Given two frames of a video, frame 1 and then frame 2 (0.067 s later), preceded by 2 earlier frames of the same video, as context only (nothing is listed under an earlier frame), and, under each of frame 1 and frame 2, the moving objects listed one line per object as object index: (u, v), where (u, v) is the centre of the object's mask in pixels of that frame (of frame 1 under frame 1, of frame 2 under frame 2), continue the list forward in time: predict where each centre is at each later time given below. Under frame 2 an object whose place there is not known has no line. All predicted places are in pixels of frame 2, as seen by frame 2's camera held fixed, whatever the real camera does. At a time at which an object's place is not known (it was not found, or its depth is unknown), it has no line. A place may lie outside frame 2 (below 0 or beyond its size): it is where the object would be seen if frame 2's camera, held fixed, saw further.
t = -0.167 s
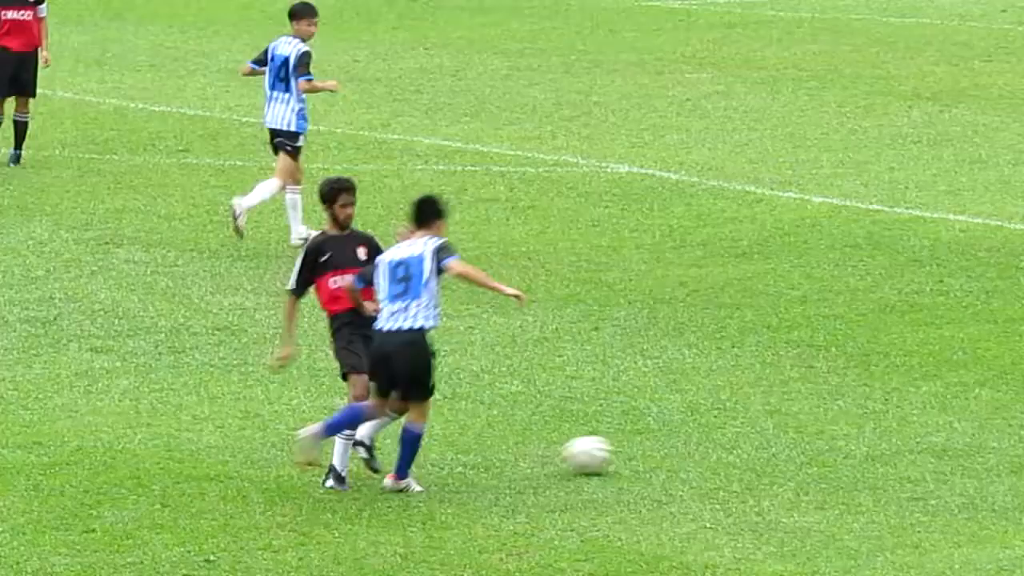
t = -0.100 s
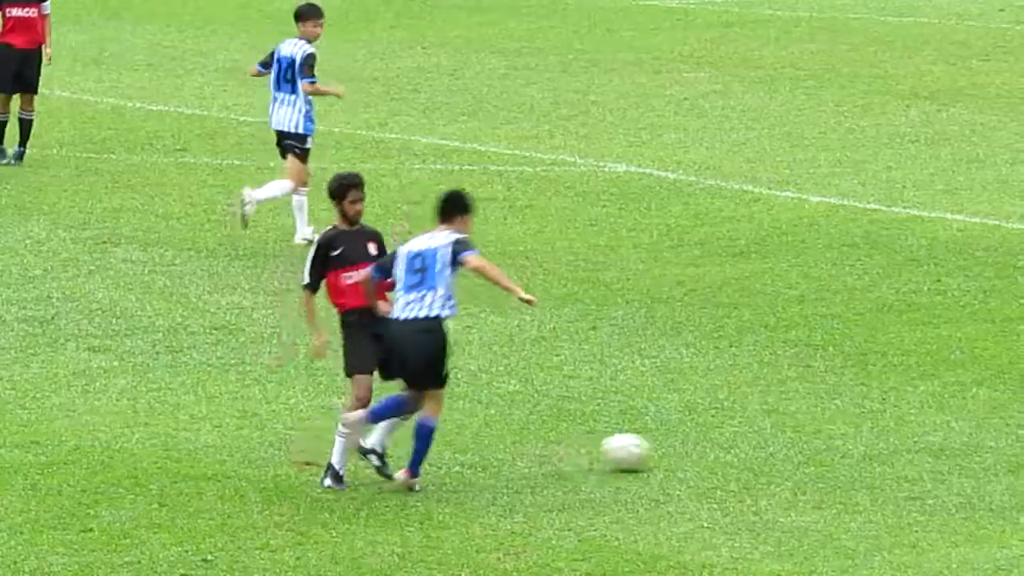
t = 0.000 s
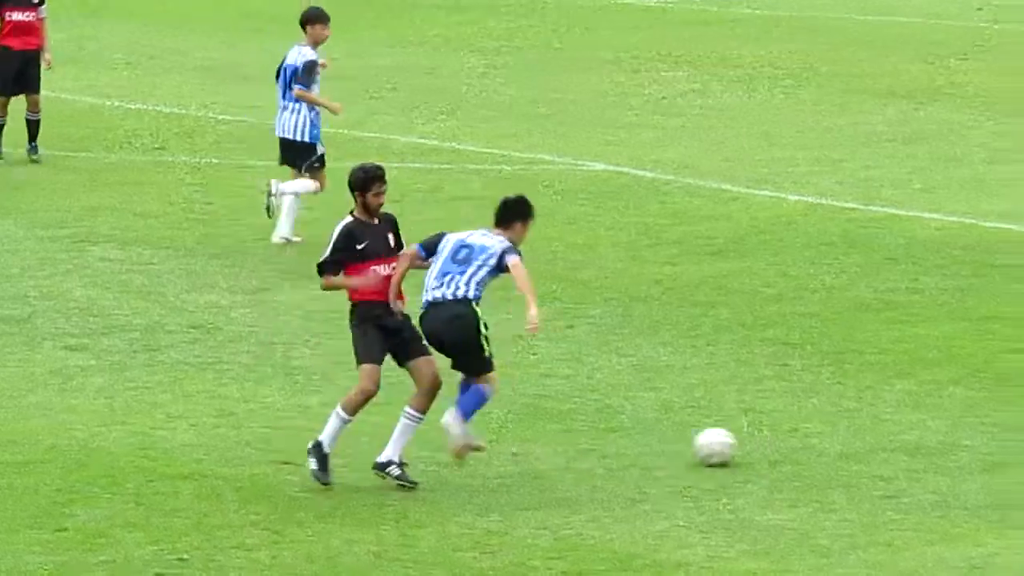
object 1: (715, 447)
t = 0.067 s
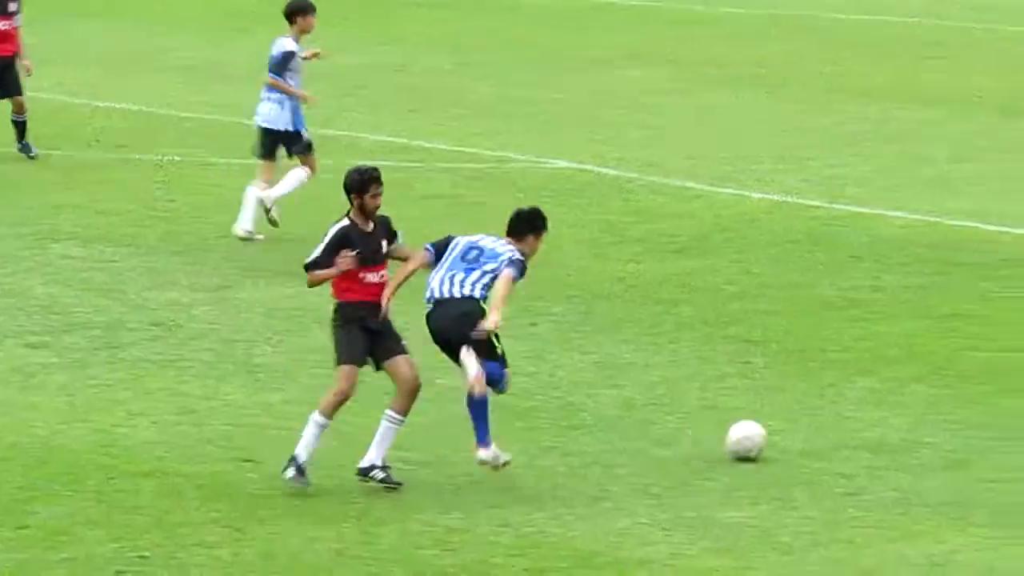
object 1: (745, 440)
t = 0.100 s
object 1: (780, 440)
